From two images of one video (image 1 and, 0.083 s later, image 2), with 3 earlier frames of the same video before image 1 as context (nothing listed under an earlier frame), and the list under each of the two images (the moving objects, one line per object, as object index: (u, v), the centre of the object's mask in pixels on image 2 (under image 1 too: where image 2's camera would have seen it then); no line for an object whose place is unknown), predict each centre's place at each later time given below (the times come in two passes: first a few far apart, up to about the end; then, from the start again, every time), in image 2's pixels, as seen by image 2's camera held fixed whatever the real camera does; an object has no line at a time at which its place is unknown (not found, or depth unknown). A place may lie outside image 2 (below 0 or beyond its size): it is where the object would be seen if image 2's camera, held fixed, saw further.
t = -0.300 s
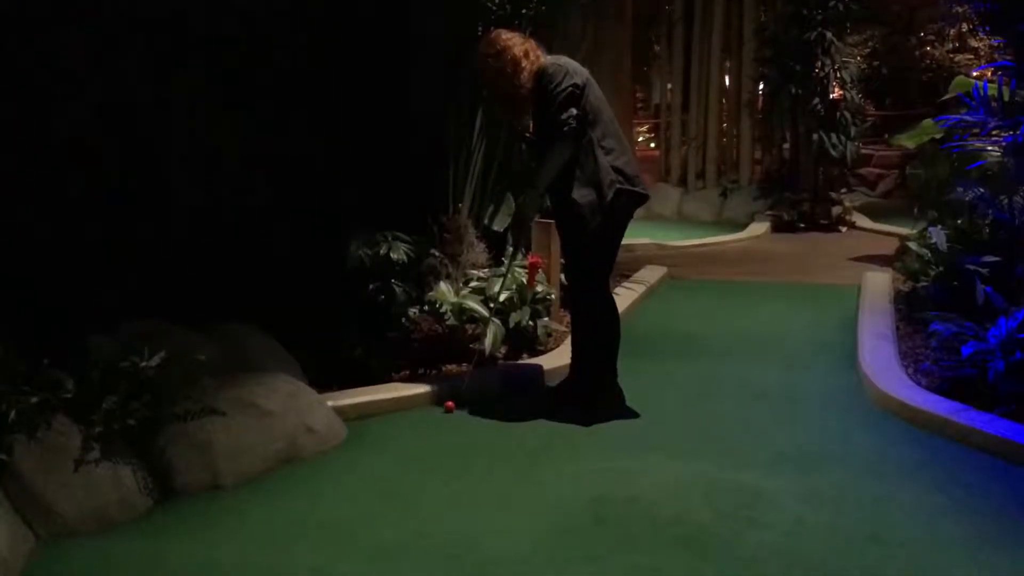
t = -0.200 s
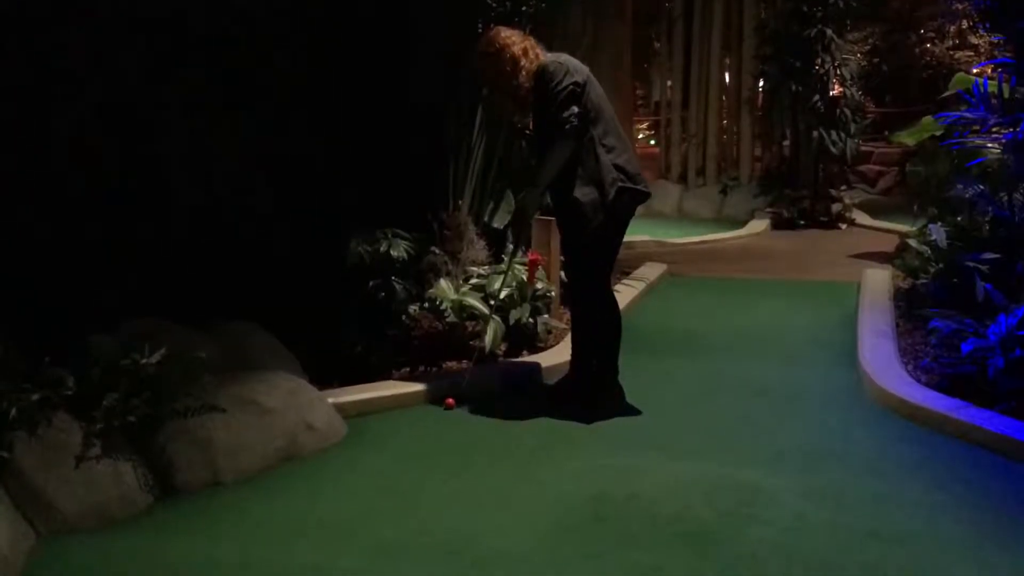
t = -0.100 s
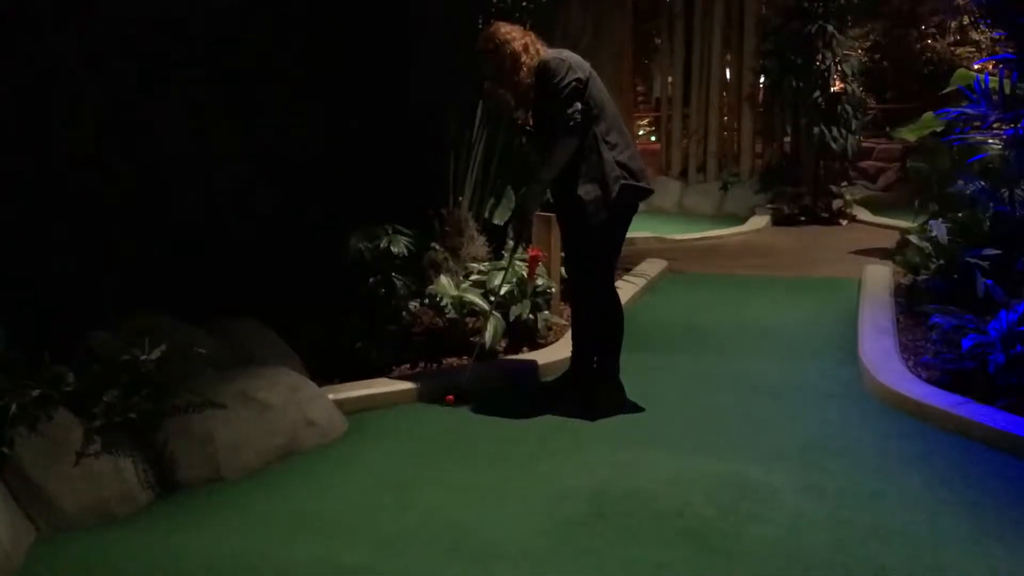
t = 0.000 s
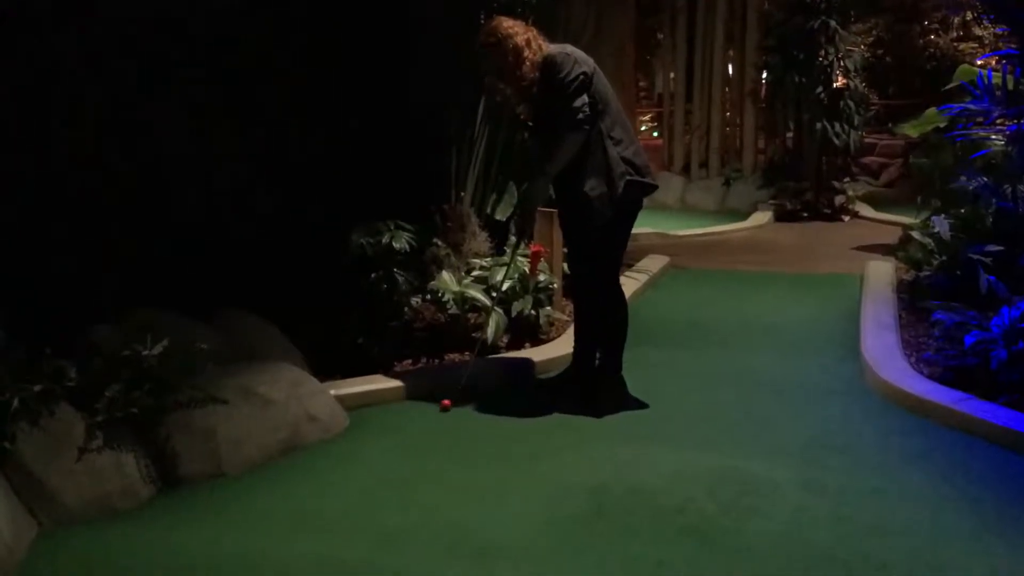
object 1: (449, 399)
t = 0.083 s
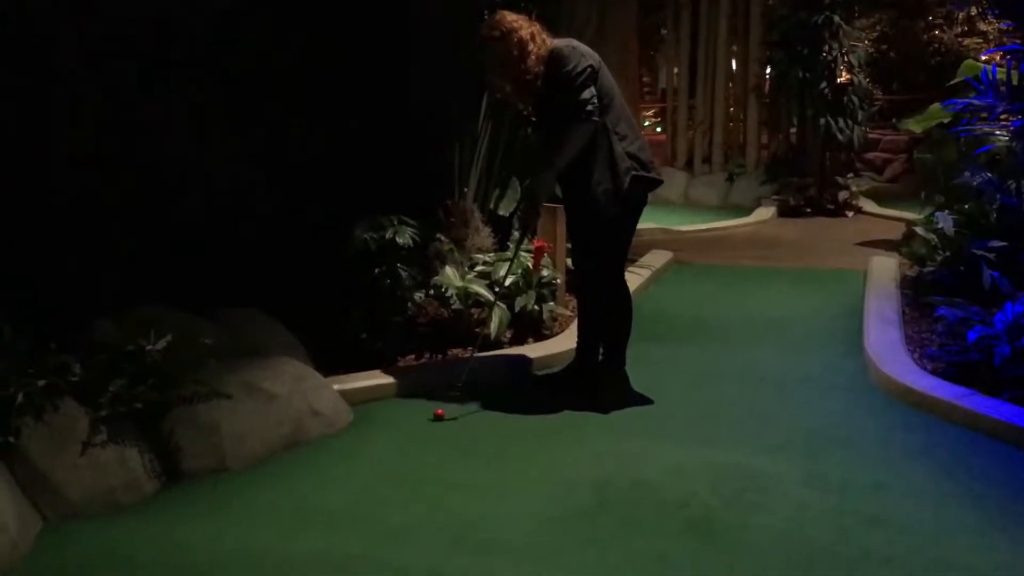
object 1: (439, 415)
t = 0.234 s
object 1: (421, 440)
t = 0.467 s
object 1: (393, 478)
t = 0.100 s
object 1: (437, 418)
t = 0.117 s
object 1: (434, 422)
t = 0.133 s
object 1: (432, 425)
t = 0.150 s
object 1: (431, 427)
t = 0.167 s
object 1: (429, 429)
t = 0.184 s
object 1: (427, 432)
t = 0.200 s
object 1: (425, 435)
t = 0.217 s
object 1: (423, 437)
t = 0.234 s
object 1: (421, 440)
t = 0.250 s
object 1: (419, 442)
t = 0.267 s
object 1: (417, 445)
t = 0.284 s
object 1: (415, 447)
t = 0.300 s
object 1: (414, 449)
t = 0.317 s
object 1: (412, 452)
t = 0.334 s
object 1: (410, 455)
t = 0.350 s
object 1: (408, 458)
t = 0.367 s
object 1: (406, 460)
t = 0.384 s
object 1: (403, 463)
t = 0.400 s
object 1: (401, 466)
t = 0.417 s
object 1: (399, 469)
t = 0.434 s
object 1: (397, 471)
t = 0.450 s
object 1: (395, 475)
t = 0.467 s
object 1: (393, 478)
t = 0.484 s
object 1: (390, 480)
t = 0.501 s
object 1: (388, 484)
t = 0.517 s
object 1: (386, 487)
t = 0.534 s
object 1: (384, 490)
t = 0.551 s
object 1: (382, 493)
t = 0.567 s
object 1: (380, 496)
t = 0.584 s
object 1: (377, 499)
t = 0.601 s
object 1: (375, 502)
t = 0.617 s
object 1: (373, 505)
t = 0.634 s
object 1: (371, 508)
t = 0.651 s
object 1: (368, 512)
